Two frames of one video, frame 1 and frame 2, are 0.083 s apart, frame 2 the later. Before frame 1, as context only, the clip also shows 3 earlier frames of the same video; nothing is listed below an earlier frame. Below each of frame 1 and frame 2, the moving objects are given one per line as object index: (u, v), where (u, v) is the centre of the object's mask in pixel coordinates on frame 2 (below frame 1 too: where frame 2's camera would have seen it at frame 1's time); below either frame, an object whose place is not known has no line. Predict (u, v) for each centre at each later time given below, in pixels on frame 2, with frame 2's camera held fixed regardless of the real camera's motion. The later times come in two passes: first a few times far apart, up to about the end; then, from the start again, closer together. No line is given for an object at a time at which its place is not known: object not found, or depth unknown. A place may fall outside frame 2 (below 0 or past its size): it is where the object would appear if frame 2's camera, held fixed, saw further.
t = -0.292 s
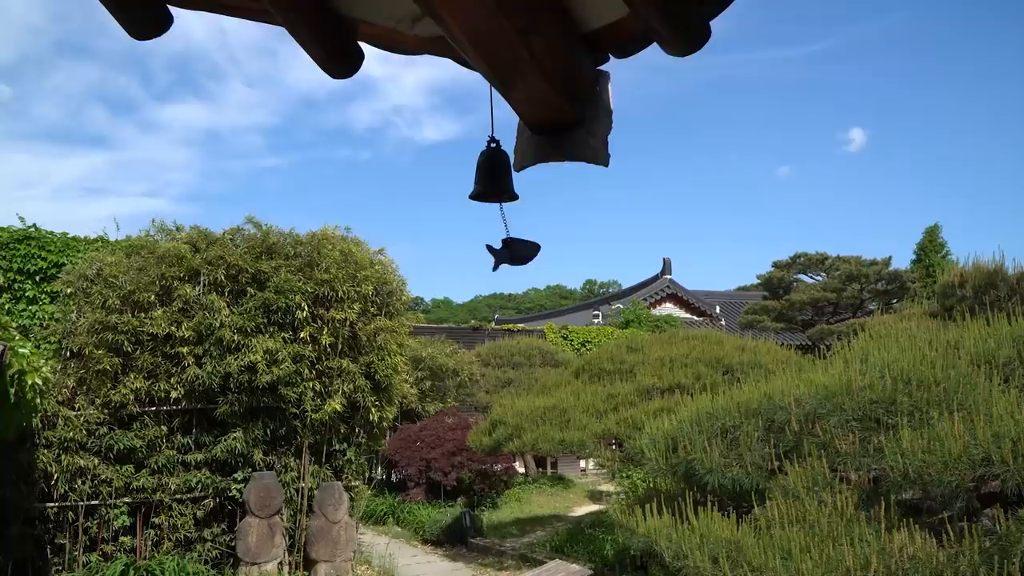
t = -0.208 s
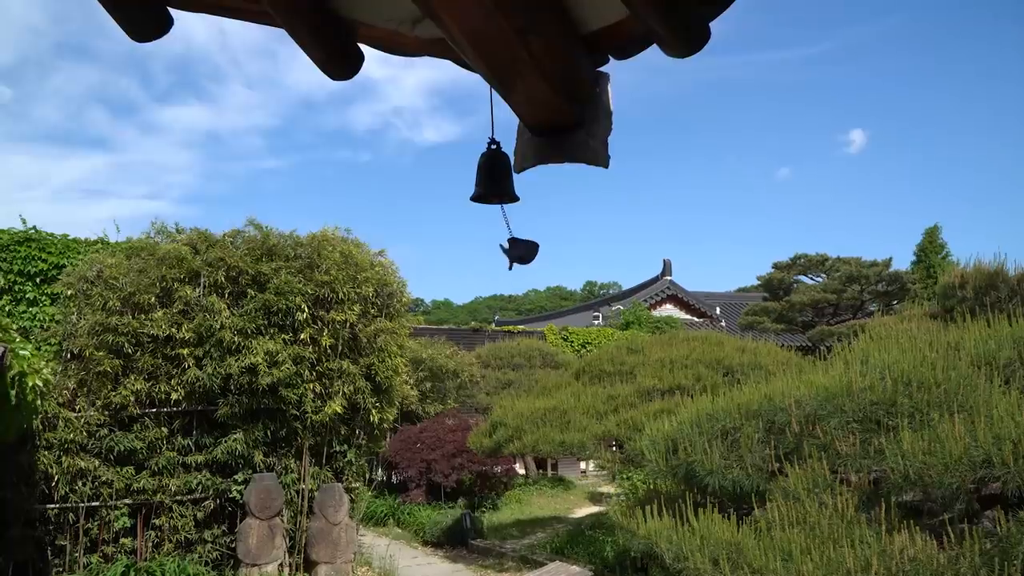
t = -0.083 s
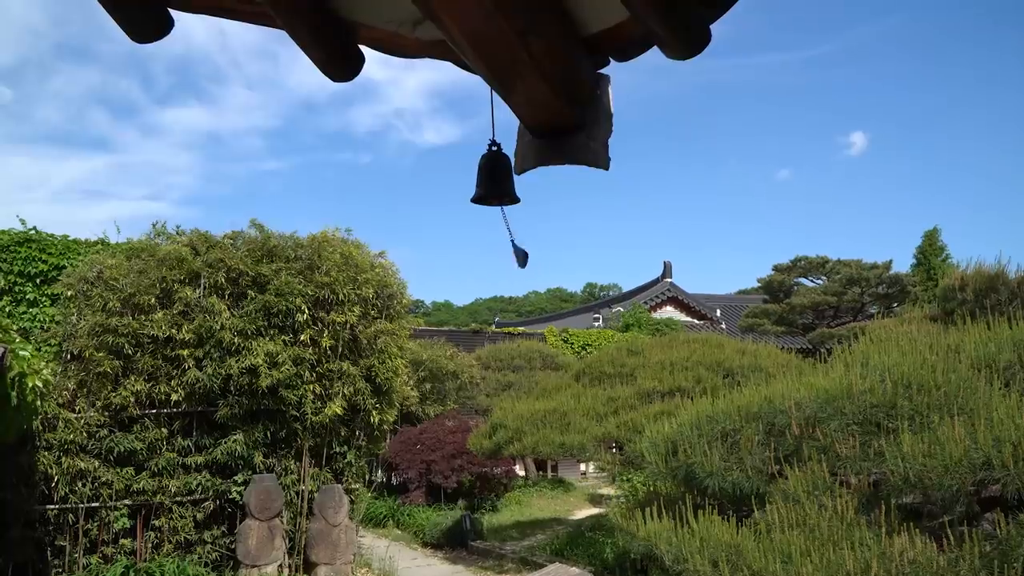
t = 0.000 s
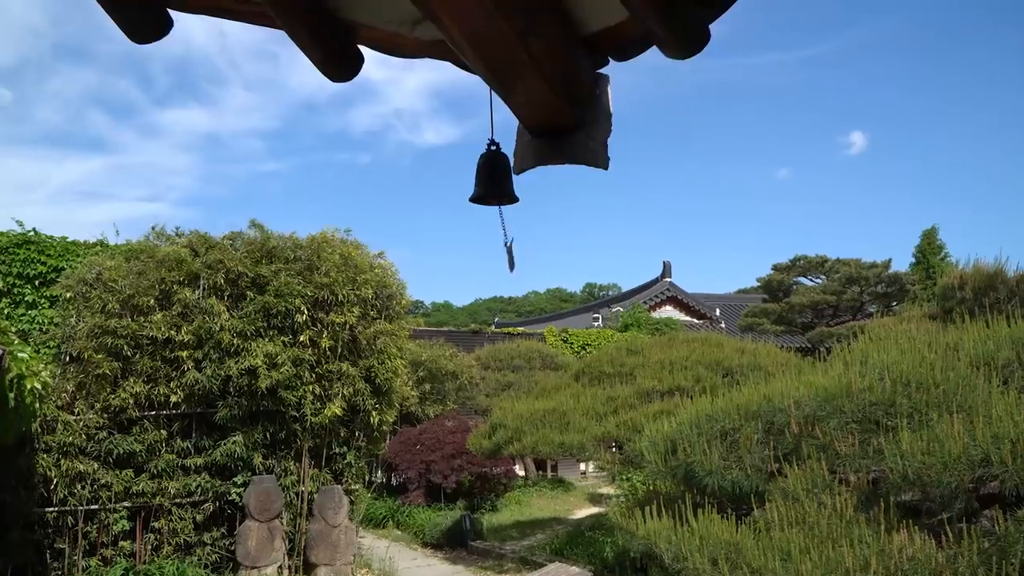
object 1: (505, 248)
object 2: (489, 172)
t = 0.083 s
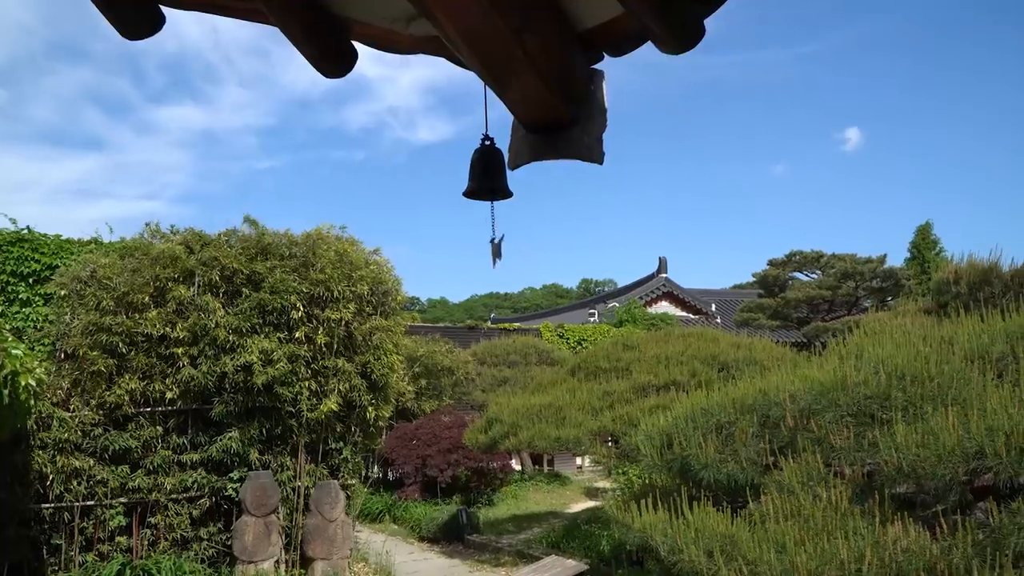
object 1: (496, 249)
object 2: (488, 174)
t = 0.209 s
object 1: (485, 253)
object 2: (485, 173)
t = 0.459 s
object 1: (483, 248)
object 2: (481, 170)
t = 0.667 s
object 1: (504, 239)
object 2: (483, 170)
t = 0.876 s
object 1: (506, 243)
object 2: (487, 171)
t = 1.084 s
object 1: (494, 249)
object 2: (489, 171)
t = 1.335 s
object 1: (472, 249)
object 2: (483, 171)
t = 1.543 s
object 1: (482, 249)
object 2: (480, 171)
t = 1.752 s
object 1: (505, 237)
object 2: (484, 171)
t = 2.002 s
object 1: (512, 241)
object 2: (491, 170)
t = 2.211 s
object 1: (497, 252)
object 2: (490, 170)
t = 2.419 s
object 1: (474, 251)
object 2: (484, 171)
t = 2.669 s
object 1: (479, 240)
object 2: (479, 171)
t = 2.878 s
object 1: (498, 246)
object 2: (485, 171)
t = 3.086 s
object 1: (506, 251)
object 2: (493, 170)
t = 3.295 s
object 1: (500, 251)
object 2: (493, 171)
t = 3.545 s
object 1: (489, 250)
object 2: (484, 172)
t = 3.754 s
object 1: (473, 250)
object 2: (480, 171)
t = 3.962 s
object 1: (465, 248)
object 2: (485, 171)
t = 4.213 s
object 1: (488, 251)
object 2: (493, 172)
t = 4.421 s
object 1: (513, 249)
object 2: (492, 172)
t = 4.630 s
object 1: (513, 247)
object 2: (486, 172)
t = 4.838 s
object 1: (485, 251)
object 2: (483, 172)
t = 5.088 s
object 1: (477, 250)
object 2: (487, 171)
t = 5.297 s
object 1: (500, 250)
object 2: (490, 171)
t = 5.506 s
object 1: (517, 247)
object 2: (490, 171)
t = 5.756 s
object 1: (488, 251)
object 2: (487, 171)
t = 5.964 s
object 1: (470, 244)
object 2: (484, 172)
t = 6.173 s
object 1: (481, 250)
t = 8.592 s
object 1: (490, 249)
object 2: (491, 173)
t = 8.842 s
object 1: (502, 254)
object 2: (496, 173)
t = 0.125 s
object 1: (492, 250)
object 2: (487, 174)
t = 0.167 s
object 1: (489, 252)
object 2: (486, 174)
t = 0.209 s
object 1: (485, 253)
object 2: (485, 173)
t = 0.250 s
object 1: (482, 253)
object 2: (484, 172)
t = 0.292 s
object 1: (480, 252)
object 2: (483, 171)
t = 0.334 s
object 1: (479, 251)
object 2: (482, 170)
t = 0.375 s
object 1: (478, 249)
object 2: (482, 170)
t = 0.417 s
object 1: (479, 248)
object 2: (481, 170)
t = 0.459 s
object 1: (483, 248)
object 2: (481, 170)
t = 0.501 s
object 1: (487, 248)
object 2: (481, 170)
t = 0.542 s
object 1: (491, 247)
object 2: (481, 170)
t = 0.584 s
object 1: (496, 244)
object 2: (481, 171)
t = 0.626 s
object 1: (501, 241)
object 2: (482, 171)
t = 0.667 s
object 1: (504, 239)
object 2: (483, 170)
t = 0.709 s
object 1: (506, 239)
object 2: (484, 171)
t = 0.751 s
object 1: (507, 240)
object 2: (484, 170)
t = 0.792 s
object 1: (507, 241)
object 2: (485, 171)
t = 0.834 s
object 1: (507, 242)
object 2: (487, 171)
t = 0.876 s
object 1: (506, 243)
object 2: (487, 171)
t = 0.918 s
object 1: (504, 244)
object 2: (488, 171)
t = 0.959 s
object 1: (502, 245)
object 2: (489, 170)
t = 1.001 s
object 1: (499, 247)
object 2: (489, 171)
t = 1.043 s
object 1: (497, 247)
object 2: (489, 171)
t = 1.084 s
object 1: (494, 249)
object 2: (489, 171)
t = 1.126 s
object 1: (490, 249)
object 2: (488, 171)
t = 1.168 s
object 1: (485, 250)
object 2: (487, 171)
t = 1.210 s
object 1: (481, 250)
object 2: (486, 170)
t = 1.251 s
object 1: (477, 250)
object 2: (485, 170)
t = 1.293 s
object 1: (474, 249)
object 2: (484, 170)
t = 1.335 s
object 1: (472, 249)
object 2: (483, 171)
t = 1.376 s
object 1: (471, 249)
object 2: (481, 171)
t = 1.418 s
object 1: (471, 249)
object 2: (481, 171)
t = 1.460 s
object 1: (474, 250)
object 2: (480, 170)
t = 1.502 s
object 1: (477, 250)
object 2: (480, 171)
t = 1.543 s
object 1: (482, 249)
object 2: (480, 171)
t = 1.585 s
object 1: (487, 245)
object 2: (480, 171)
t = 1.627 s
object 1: (492, 242)
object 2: (481, 171)
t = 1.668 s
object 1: (497, 240)
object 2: (482, 171)
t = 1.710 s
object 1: (502, 239)
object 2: (482, 171)
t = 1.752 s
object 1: (505, 237)
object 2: (484, 171)
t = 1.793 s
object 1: (511, 240)
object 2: (485, 171)
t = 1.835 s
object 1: (509, 231)
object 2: (486, 171)
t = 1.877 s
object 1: (510, 232)
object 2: (487, 171)
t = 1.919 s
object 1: (511, 234)
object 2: (489, 170)
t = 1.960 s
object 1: (512, 237)
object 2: (490, 170)
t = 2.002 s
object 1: (512, 241)
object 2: (491, 170)
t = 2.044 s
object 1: (511, 245)
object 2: (491, 170)
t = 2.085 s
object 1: (510, 249)
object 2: (491, 170)
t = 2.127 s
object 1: (507, 251)
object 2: (491, 170)
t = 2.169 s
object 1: (503, 252)
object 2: (491, 170)
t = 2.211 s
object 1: (497, 252)
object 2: (490, 170)
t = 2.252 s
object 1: (492, 252)
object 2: (489, 170)
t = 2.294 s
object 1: (487, 253)
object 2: (488, 171)
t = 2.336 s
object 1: (482, 252)
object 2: (486, 171)
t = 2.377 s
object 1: (477, 252)
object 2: (485, 171)
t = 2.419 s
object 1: (474, 251)
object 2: (484, 171)
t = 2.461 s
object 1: (472, 250)
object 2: (482, 171)
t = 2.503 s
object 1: (471, 247)
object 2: (481, 171)
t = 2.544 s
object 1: (471, 245)
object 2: (480, 171)
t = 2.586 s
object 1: (473, 242)
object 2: (480, 171)
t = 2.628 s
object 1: (476, 240)
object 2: (479, 171)
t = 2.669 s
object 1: (479, 240)
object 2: (479, 171)
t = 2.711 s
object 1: (483, 241)
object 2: (480, 171)
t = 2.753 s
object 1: (487, 242)
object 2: (481, 171)
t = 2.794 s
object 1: (491, 243)
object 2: (482, 171)
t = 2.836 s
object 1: (494, 244)
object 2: (483, 170)
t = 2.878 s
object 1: (498, 246)
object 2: (485, 171)
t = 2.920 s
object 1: (502, 248)
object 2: (486, 170)
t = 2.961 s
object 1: (504, 250)
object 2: (488, 171)
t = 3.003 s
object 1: (506, 251)
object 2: (490, 171)
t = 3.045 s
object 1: (506, 251)
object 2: (491, 170)
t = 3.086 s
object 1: (506, 251)
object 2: (493, 170)
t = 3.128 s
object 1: (505, 251)
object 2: (493, 170)
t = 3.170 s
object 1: (505, 251)
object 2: (494, 170)
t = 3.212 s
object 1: (504, 250)
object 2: (494, 171)
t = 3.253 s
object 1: (502, 250)
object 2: (493, 170)
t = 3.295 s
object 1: (500, 251)
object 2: (493, 171)
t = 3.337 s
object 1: (498, 251)
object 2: (492, 171)
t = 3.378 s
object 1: (496, 251)
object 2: (490, 171)
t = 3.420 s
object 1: (494, 251)
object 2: (488, 171)
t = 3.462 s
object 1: (492, 250)
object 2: (487, 171)
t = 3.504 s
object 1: (491, 251)
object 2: (485, 172)
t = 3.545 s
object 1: (489, 250)
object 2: (484, 172)
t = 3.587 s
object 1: (486, 250)
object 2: (482, 172)
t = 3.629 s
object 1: (484, 250)
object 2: (481, 172)
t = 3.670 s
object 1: (481, 250)
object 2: (480, 172)
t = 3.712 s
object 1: (477, 250)
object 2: (480, 171)
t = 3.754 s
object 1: (473, 250)
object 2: (480, 171)
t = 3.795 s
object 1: (470, 250)
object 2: (480, 171)
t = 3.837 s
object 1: (467, 250)
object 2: (481, 171)
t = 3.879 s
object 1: (465, 249)
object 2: (482, 171)
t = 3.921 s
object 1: (465, 249)
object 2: (484, 171)
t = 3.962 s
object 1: (465, 248)
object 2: (485, 171)
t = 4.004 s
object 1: (467, 248)
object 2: (487, 171)
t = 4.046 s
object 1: (470, 248)
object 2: (488, 171)
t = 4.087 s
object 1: (474, 249)
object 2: (490, 171)
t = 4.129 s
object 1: (478, 250)
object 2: (491, 171)
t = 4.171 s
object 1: (482, 251)
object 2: (492, 172)
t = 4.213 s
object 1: (488, 251)
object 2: (493, 172)
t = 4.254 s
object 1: (493, 251)
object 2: (493, 171)
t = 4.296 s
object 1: (499, 251)
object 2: (493, 171)
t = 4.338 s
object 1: (505, 251)
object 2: (493, 172)
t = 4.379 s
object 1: (509, 250)
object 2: (493, 171)
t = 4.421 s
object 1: (513, 249)
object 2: (492, 172)
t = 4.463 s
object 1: (516, 248)
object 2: (491, 172)
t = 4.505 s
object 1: (517, 247)
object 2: (489, 171)
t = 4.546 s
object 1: (517, 246)
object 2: (488, 172)
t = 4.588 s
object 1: (515, 246)
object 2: (487, 172)
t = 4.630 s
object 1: (513, 247)
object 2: (486, 172)
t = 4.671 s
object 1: (509, 248)
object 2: (485, 172)
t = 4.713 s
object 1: (503, 249)
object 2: (485, 172)
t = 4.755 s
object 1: (497, 250)
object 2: (484, 172)
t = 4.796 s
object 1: (491, 251)
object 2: (484, 172)
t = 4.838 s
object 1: (485, 251)
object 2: (483, 172)
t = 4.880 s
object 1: (479, 250)
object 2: (484, 171)
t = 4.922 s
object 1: (476, 250)
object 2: (484, 171)
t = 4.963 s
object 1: (474, 250)
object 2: (484, 171)
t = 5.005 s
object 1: (473, 250)
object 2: (485, 171)
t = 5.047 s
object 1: (474, 250)
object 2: (486, 171)
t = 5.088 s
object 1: (477, 250)
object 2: (487, 171)
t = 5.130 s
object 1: (481, 251)
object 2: (488, 170)
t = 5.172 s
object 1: (485, 251)
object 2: (488, 170)
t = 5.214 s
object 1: (490, 251)
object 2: (489, 171)
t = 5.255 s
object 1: (495, 250)
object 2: (490, 171)
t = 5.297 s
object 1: (500, 250)
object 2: (490, 171)
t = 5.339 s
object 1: (505, 249)
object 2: (490, 171)
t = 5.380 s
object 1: (510, 249)
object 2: (490, 171)
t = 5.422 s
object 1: (514, 248)
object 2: (490, 171)
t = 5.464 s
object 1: (516, 247)
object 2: (490, 171)
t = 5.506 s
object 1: (517, 247)
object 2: (490, 171)
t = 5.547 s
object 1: (516, 247)
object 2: (490, 171)
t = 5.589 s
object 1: (513, 248)
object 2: (489, 171)
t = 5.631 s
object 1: (508, 249)
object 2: (489, 171)
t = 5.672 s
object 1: (502, 250)
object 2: (488, 171)
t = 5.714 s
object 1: (495, 251)
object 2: (487, 171)
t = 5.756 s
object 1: (488, 251)
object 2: (487, 171)
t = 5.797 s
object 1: (482, 250)
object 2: (487, 171)
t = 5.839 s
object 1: (477, 247)
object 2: (486, 171)
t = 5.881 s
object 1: (472, 244)
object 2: (485, 172)
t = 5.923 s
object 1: (470, 242)
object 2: (485, 172)
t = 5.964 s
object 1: (470, 244)
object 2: (484, 172)
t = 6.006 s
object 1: (470, 248)
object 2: (484, 172)
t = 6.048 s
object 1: (471, 250)
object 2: (483, 171)
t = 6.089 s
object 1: (473, 251)
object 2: (483, 171)
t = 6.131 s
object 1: (477, 250)
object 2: (483, 171)
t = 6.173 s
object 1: (481, 250)
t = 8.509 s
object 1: (486, 251)
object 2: (487, 173)
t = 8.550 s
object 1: (488, 249)
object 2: (489, 173)
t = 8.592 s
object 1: (490, 249)
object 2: (491, 173)
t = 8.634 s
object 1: (492, 252)
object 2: (493, 174)
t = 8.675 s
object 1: (494, 253)
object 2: (494, 173)
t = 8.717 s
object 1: (496, 252)
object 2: (495, 173)
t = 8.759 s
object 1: (498, 253)
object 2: (496, 173)
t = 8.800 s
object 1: (500, 254)
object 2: (496, 173)
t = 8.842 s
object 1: (502, 254)
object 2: (496, 173)
